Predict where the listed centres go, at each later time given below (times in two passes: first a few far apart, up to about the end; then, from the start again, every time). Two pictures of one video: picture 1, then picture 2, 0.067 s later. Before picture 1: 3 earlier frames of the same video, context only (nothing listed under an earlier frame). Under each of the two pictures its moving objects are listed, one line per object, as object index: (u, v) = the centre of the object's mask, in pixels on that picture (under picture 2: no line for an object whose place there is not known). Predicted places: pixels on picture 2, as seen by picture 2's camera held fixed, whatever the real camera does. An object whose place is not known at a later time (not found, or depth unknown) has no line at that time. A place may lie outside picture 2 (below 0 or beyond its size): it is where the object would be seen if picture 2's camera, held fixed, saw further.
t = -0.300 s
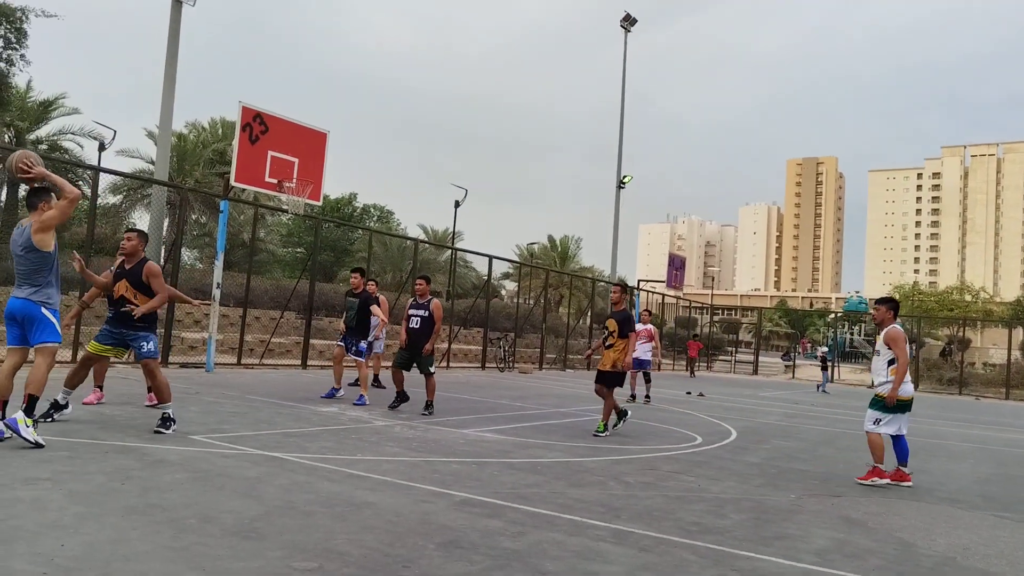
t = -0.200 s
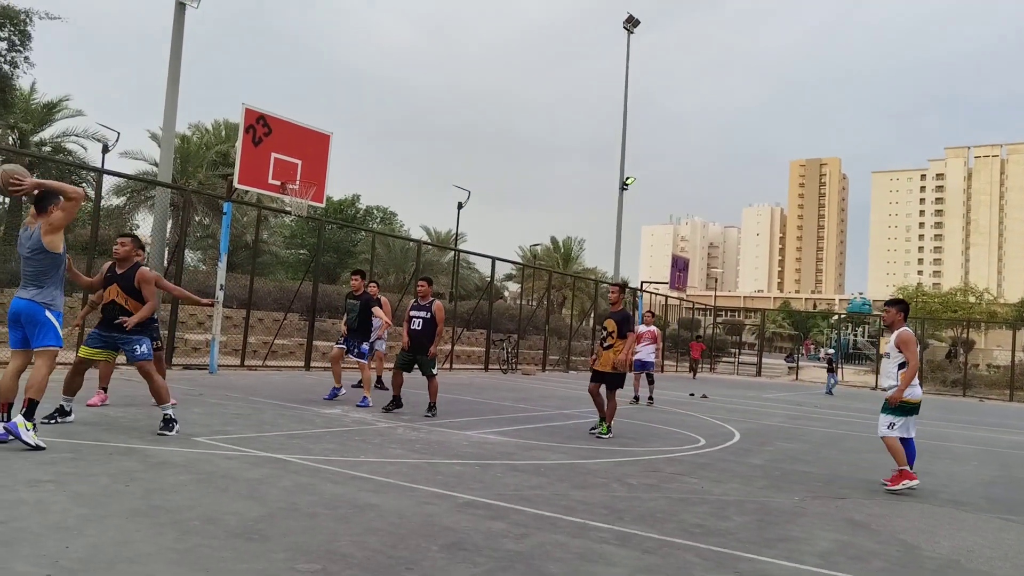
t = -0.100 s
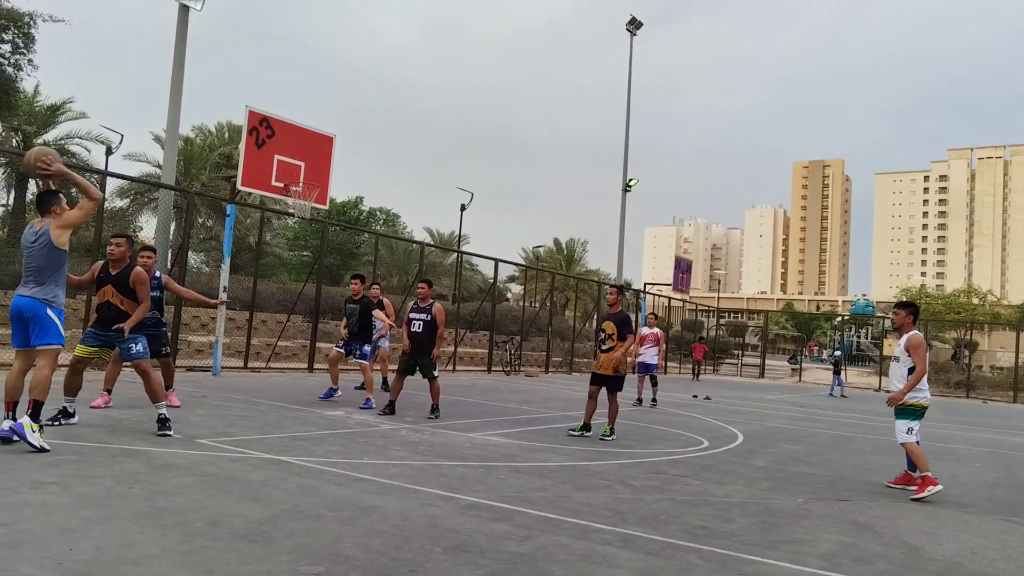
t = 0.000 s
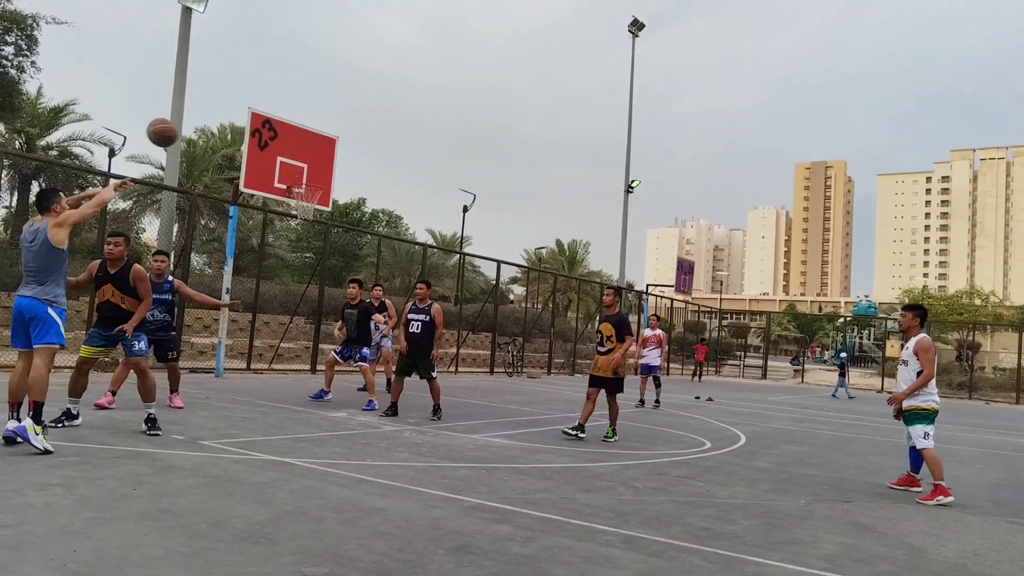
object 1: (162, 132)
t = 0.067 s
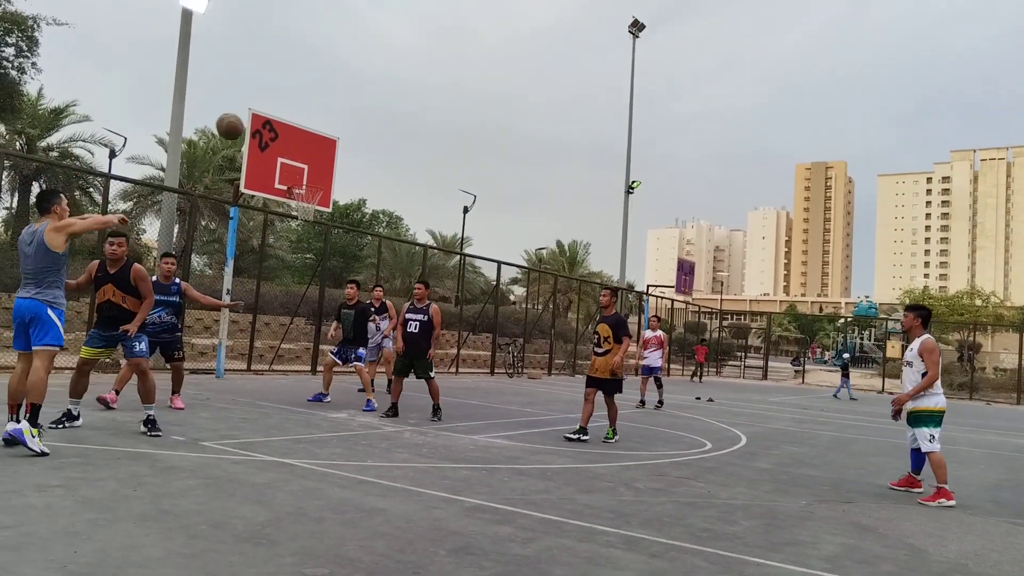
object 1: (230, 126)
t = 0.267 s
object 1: (376, 135)
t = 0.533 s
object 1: (494, 190)
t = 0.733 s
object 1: (551, 247)
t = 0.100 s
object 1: (259, 125)
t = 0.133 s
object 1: (286, 125)
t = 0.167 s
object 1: (311, 126)
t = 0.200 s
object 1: (334, 128)
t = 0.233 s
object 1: (356, 131)
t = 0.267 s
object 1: (376, 135)
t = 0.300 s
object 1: (394, 140)
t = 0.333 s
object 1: (412, 146)
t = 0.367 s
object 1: (428, 152)
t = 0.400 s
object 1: (443, 159)
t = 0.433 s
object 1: (457, 166)
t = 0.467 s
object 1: (470, 173)
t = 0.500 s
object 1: (482, 181)
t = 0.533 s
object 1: (494, 190)
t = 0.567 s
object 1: (505, 199)
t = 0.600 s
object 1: (515, 208)
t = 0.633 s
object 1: (525, 217)
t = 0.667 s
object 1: (534, 227)
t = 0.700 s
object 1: (543, 237)
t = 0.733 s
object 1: (551, 247)
